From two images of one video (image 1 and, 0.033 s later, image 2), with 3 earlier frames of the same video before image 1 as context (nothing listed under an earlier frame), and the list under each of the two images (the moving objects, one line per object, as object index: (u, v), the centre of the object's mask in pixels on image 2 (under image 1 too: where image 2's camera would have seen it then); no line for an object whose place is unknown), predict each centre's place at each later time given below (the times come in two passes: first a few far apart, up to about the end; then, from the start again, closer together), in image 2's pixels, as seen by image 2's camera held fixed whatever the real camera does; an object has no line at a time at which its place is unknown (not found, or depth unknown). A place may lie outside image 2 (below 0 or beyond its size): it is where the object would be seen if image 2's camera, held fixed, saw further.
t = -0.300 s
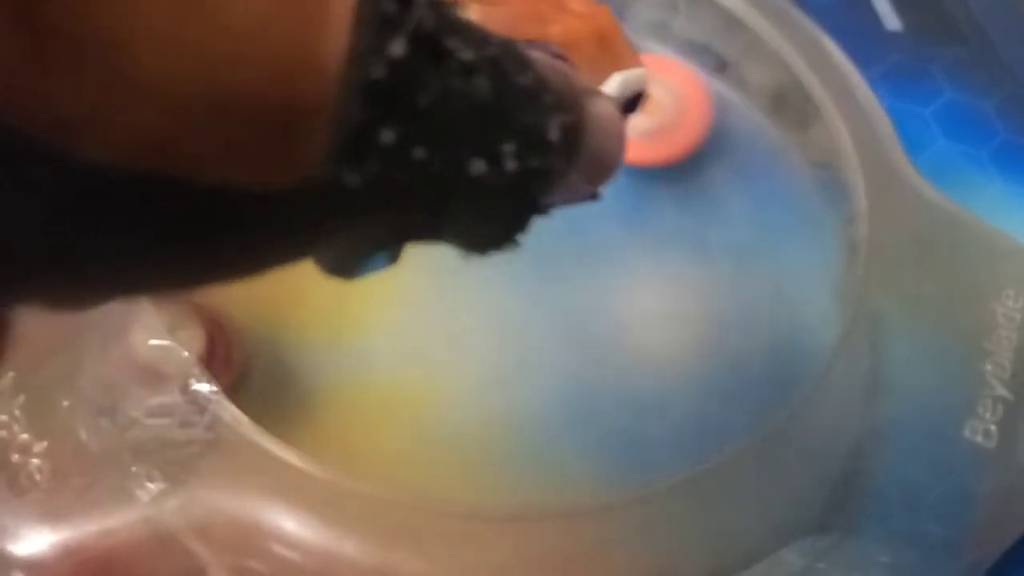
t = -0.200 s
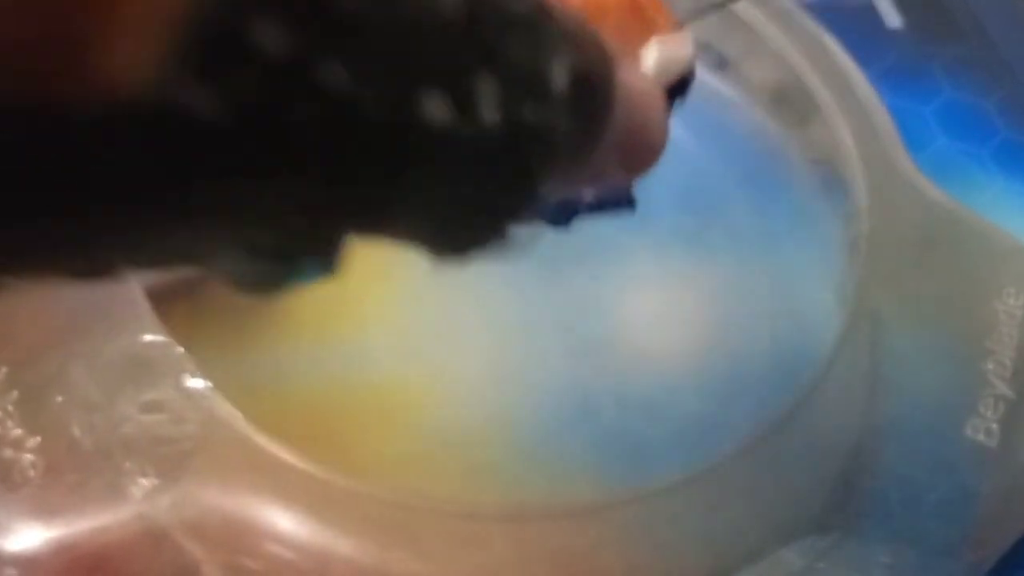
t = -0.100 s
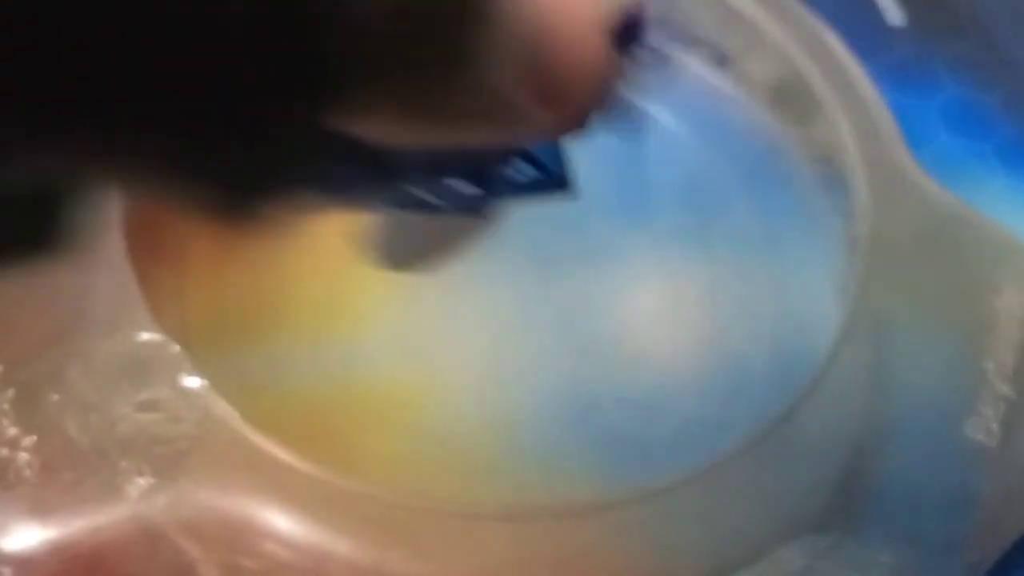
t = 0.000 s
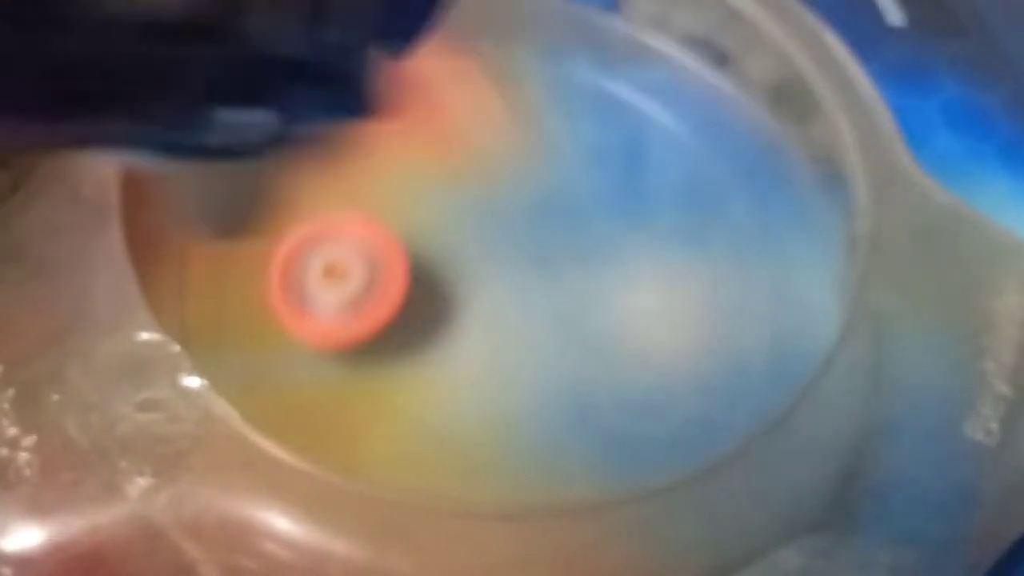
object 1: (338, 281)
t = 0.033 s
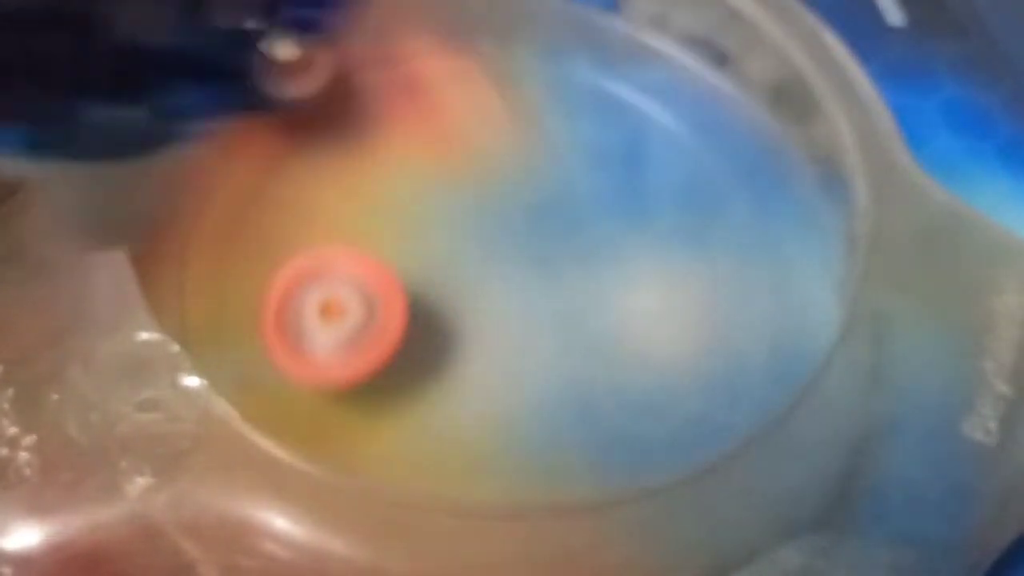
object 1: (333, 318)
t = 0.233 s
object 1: (517, 455)
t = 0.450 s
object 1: (741, 354)
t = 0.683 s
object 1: (660, 143)
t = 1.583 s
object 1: (622, 302)
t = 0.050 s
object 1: (337, 337)
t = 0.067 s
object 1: (341, 353)
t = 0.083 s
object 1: (348, 370)
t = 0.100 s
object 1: (357, 386)
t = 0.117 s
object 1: (371, 401)
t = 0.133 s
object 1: (386, 414)
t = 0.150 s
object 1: (406, 424)
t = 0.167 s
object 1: (425, 433)
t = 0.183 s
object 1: (446, 440)
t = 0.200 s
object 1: (468, 447)
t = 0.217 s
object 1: (493, 452)
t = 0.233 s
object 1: (517, 455)
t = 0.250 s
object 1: (541, 457)
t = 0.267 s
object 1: (570, 478)
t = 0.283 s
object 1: (596, 480)
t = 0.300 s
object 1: (620, 478)
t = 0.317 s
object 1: (644, 473)
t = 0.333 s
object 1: (668, 466)
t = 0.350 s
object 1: (687, 456)
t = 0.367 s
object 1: (703, 441)
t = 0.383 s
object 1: (714, 426)
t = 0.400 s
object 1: (725, 407)
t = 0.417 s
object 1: (732, 390)
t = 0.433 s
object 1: (738, 373)
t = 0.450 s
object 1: (741, 354)
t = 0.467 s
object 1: (746, 339)
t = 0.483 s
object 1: (750, 322)
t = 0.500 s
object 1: (751, 305)
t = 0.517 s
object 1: (751, 288)
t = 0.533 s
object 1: (749, 271)
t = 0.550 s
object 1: (746, 254)
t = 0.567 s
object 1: (742, 238)
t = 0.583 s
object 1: (735, 222)
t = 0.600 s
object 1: (727, 206)
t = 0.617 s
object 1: (717, 192)
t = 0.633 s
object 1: (705, 178)
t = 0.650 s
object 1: (693, 165)
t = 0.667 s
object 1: (678, 153)
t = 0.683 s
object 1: (660, 143)
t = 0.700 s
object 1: (642, 133)
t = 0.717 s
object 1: (621, 126)
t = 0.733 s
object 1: (600, 120)
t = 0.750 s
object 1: (576, 115)
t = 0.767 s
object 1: (553, 113)
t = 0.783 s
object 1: (530, 112)
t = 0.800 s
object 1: (504, 112)
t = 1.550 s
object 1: (633, 330)
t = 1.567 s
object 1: (628, 316)
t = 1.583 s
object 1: (622, 302)
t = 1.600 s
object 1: (615, 288)
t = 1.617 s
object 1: (608, 274)
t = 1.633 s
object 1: (600, 261)
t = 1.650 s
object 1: (590, 248)
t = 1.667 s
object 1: (581, 235)
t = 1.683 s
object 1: (608, 211)
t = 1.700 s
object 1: (661, 183)
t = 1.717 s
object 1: (708, 153)
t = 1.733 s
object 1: (749, 120)
